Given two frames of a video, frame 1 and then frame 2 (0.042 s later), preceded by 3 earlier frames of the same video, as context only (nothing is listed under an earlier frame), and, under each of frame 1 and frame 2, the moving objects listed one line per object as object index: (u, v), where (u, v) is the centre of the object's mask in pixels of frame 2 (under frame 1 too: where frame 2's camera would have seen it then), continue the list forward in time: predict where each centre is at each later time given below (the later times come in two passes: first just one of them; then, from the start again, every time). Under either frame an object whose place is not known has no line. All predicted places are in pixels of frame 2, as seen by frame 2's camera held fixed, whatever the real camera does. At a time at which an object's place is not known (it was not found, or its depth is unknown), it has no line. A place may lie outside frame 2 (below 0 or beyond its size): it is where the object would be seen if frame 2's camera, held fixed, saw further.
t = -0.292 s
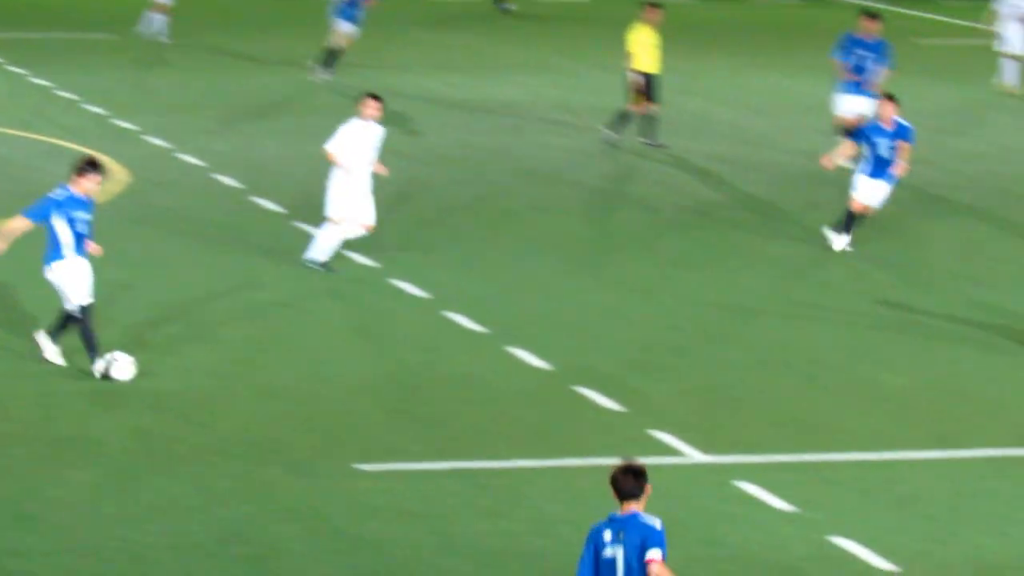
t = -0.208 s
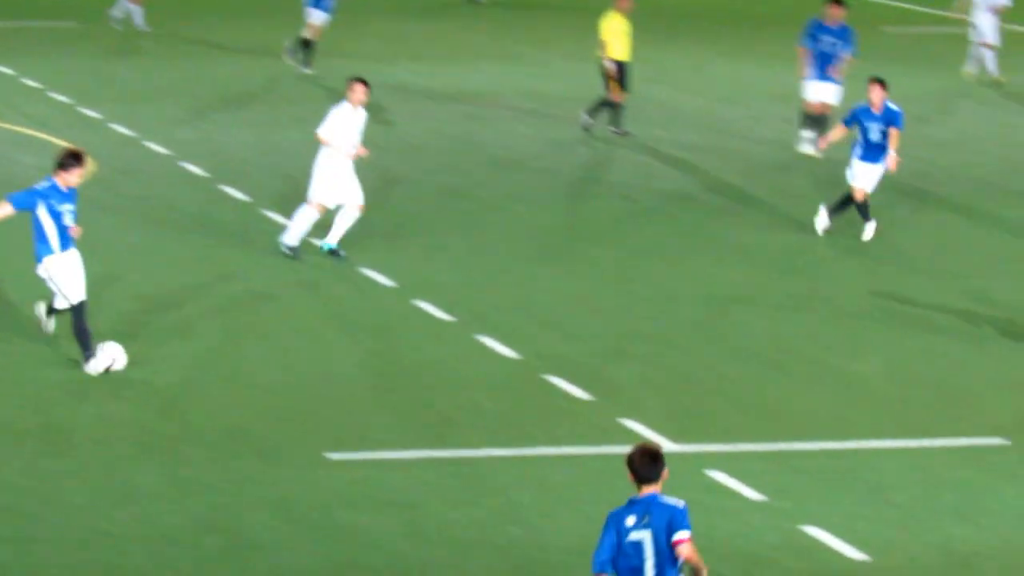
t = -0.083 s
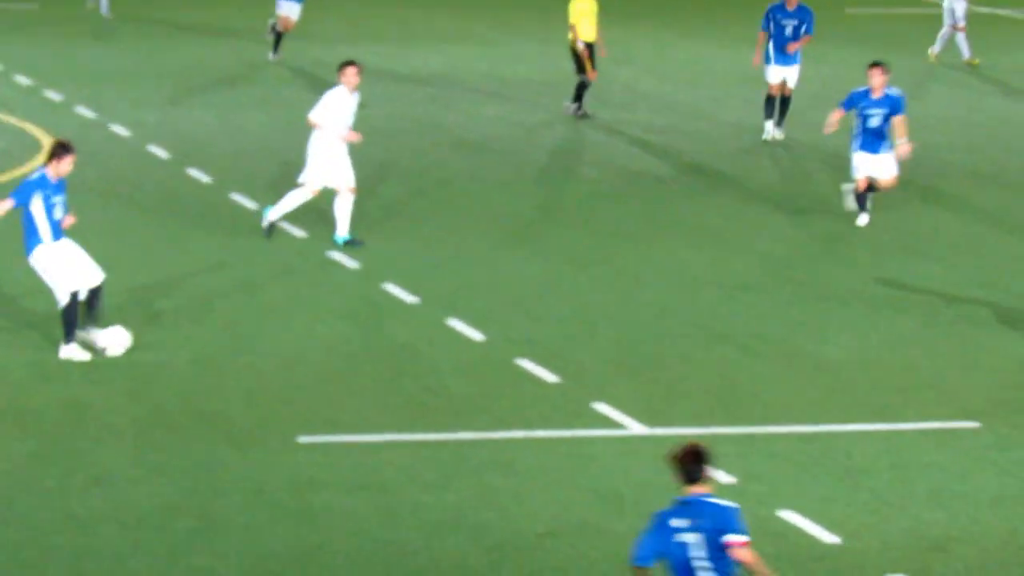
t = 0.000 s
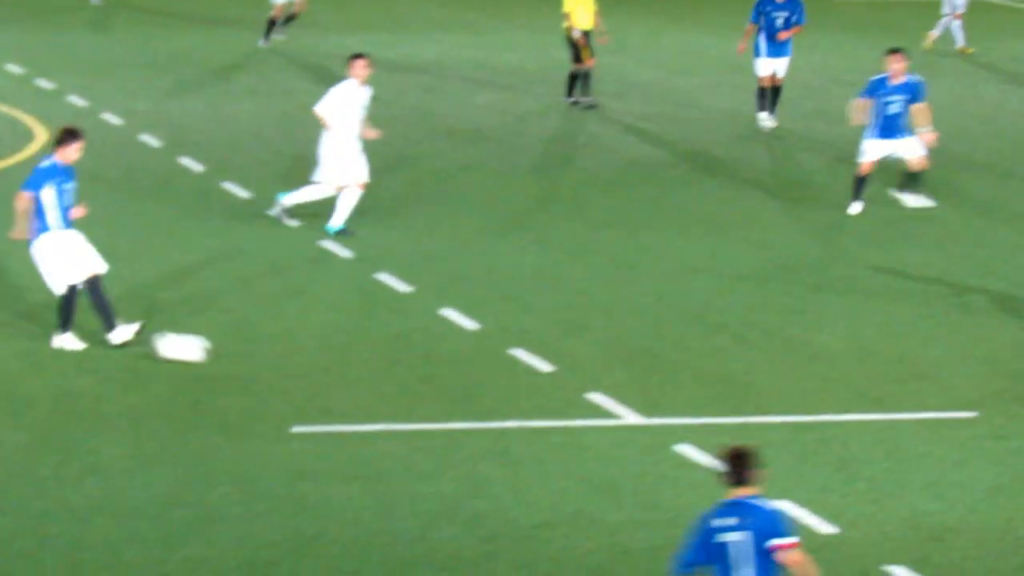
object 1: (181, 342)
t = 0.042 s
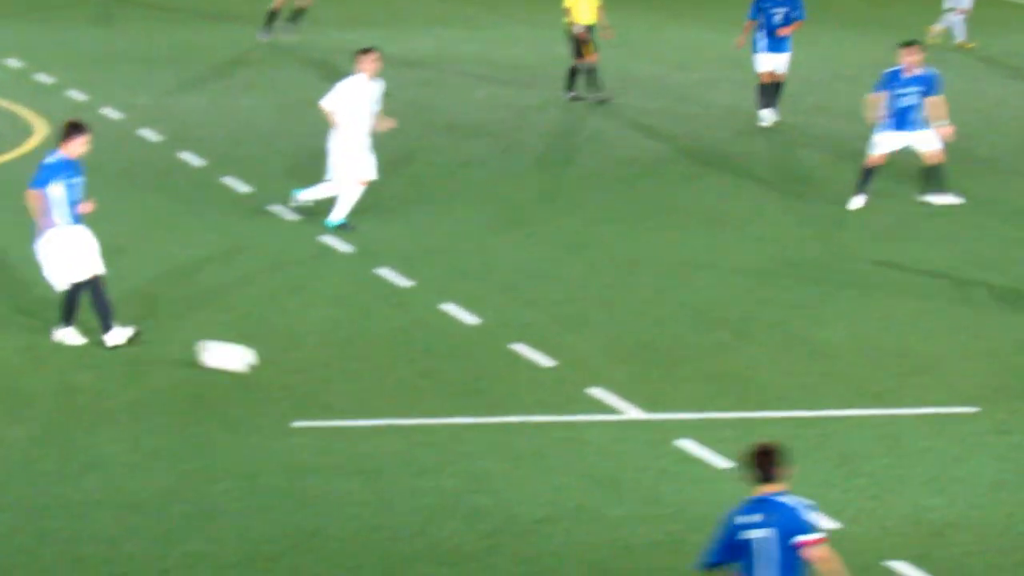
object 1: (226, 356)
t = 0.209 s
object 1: (406, 406)
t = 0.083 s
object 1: (271, 369)
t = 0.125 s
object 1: (315, 381)
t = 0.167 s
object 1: (360, 394)
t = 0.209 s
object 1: (406, 406)
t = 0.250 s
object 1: (452, 419)
